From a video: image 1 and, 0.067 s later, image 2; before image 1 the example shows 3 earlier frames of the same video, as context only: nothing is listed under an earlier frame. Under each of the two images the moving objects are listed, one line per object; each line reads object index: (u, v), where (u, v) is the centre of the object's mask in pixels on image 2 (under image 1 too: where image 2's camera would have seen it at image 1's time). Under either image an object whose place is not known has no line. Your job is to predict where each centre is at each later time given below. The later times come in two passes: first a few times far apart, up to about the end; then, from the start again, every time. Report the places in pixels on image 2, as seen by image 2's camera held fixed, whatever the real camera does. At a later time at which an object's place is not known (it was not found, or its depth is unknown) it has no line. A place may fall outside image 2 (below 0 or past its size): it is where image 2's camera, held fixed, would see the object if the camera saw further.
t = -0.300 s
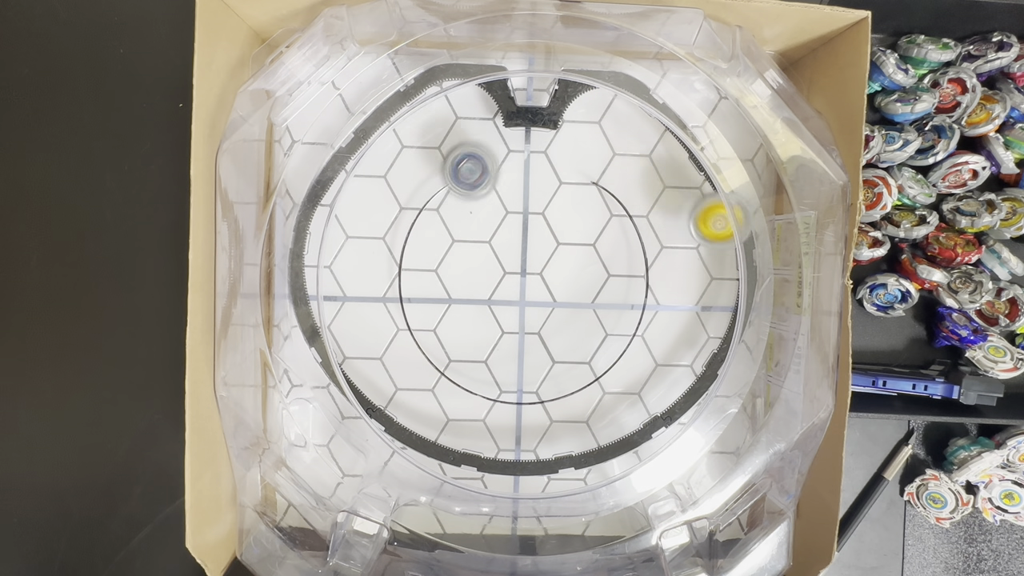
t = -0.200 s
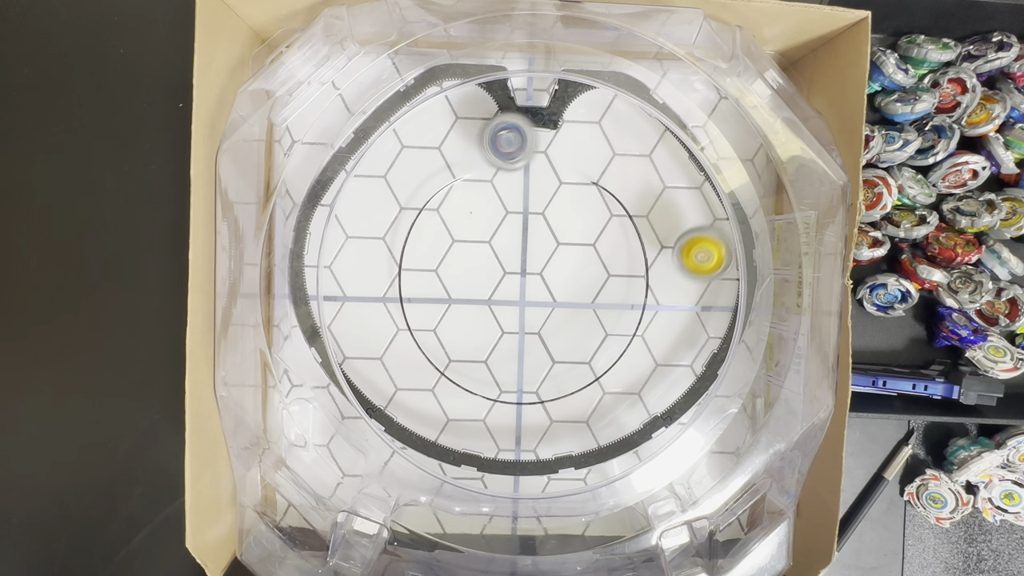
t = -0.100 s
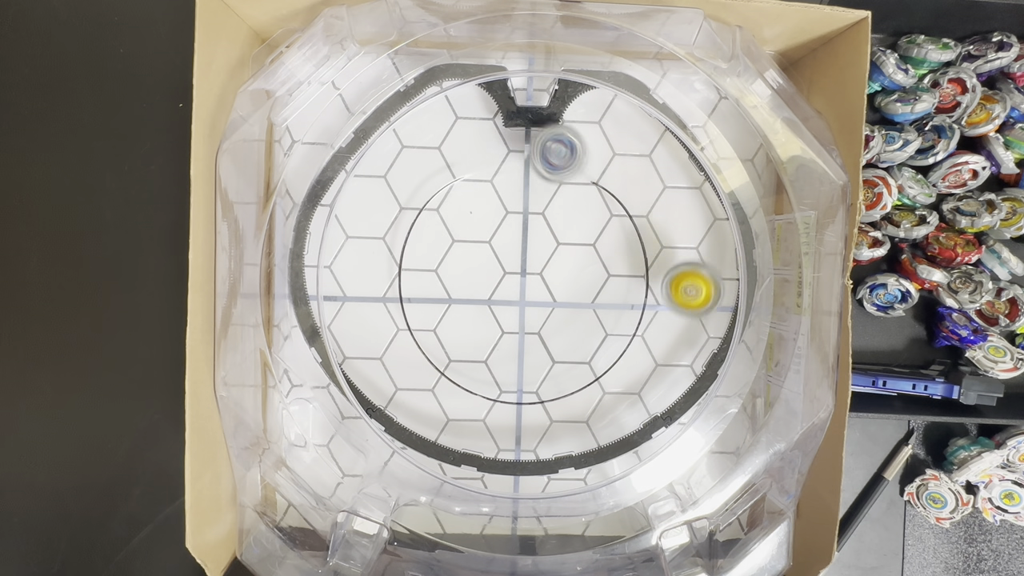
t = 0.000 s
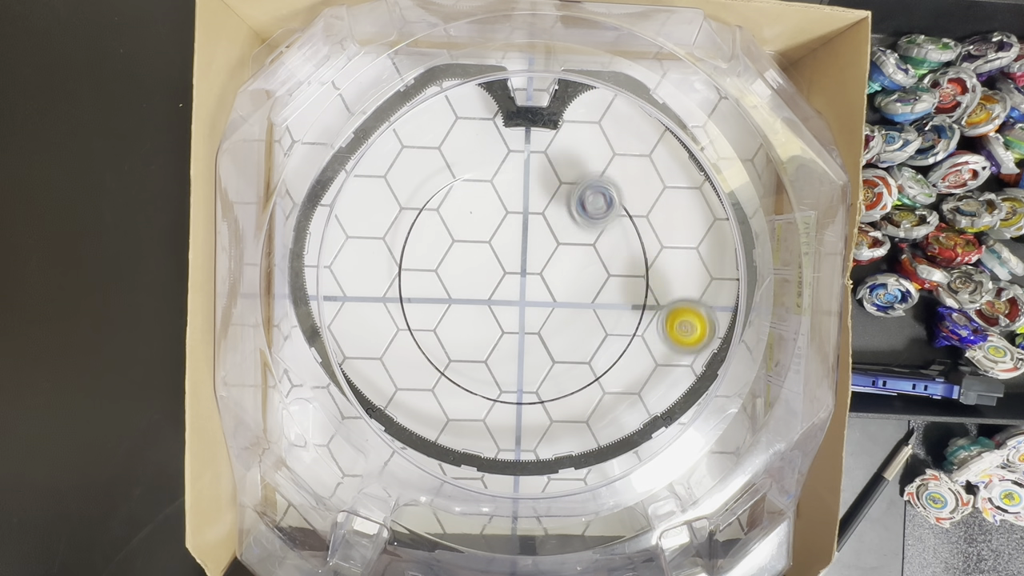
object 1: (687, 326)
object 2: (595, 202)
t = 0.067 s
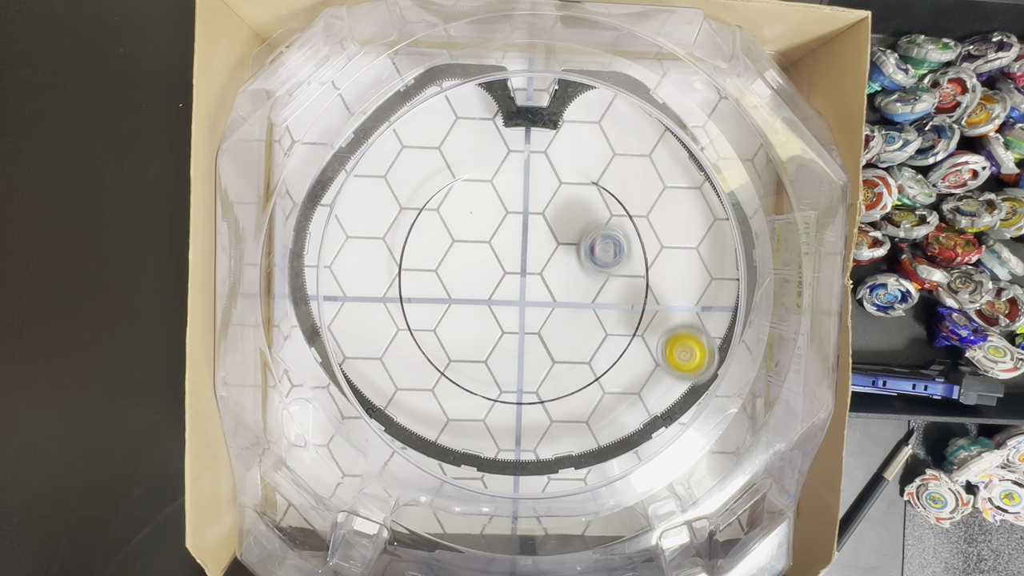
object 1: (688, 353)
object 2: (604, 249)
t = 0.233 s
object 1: (658, 366)
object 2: (560, 358)
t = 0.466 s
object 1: (572, 360)
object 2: (443, 365)
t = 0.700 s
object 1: (482, 346)
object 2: (436, 246)
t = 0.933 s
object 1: (420, 328)
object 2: (583, 240)
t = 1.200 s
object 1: (446, 267)
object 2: (605, 365)
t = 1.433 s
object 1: (484, 216)
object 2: (499, 367)
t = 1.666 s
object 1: (540, 174)
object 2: (471, 244)
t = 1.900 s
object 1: (715, 148)
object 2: (370, 374)
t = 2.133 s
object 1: (655, 309)
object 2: (422, 254)
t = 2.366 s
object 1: (541, 360)
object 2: (574, 174)
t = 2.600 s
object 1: (492, 294)
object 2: (627, 272)
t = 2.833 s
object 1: (543, 277)
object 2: (545, 350)
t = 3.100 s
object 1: (587, 292)
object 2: (461, 282)
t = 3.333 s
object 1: (584, 303)
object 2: (453, 197)
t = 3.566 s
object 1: (555, 308)
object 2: (501, 214)
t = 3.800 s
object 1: (549, 349)
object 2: (494, 251)
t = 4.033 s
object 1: (549, 333)
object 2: (470, 315)
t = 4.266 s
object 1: (560, 297)
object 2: (446, 337)
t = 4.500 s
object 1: (566, 259)
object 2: (509, 313)
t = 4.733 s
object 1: (566, 241)
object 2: (584, 338)
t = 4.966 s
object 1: (555, 246)
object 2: (559, 334)
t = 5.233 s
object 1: (542, 139)
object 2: (513, 384)
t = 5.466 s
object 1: (515, 245)
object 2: (459, 326)
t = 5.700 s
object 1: (544, 293)
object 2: (458, 236)
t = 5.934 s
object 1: (554, 323)
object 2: (544, 220)
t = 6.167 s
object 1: (533, 335)
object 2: (591, 300)
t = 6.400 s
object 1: (484, 325)
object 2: (601, 346)
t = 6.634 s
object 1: (484, 287)
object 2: (538, 308)
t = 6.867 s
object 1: (504, 265)
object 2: (573, 257)
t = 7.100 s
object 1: (525, 284)
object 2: (597, 257)
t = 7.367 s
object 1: (502, 334)
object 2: (578, 249)
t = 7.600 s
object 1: (488, 329)
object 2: (567, 237)
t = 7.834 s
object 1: (501, 313)
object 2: (512, 235)
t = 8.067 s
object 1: (520, 315)
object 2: (516, 191)
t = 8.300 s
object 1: (558, 307)
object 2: (527, 252)
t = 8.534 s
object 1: (596, 346)
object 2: (491, 282)
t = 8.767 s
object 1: (566, 331)
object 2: (485, 316)
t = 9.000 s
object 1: (565, 287)
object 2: (469, 315)
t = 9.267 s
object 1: (553, 232)
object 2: (505, 292)
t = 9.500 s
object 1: (623, 121)
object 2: (498, 325)
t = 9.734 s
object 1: (624, 138)
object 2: (523, 317)
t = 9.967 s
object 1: (620, 177)
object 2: (556, 297)
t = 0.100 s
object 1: (687, 366)
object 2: (603, 274)
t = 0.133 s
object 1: (686, 379)
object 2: (597, 298)
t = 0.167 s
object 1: (680, 377)
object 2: (588, 320)
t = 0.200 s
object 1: (669, 371)
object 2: (575, 341)
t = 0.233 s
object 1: (658, 366)
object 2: (560, 358)
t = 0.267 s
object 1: (647, 363)
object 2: (544, 374)
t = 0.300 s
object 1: (636, 361)
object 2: (526, 384)
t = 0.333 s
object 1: (624, 360)
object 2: (507, 392)
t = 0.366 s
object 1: (612, 360)
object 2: (486, 397)
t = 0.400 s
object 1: (599, 361)
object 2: (469, 392)
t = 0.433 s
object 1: (586, 361)
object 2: (455, 379)
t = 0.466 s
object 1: (572, 360)
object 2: (443, 365)
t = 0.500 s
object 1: (559, 359)
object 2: (431, 352)
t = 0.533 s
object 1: (544, 357)
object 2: (420, 337)
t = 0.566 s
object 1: (531, 356)
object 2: (413, 321)
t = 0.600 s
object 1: (518, 353)
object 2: (410, 300)
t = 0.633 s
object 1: (505, 350)
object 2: (414, 280)
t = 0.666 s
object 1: (493, 348)
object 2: (422, 262)
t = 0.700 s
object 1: (482, 346)
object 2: (436, 246)
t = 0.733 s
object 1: (470, 343)
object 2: (454, 233)
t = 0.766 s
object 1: (461, 341)
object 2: (473, 225)
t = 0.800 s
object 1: (451, 339)
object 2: (497, 220)
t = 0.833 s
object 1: (442, 337)
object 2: (521, 220)
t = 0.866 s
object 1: (434, 334)
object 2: (543, 224)
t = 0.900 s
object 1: (426, 331)
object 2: (564, 230)
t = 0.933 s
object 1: (420, 328)
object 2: (583, 240)
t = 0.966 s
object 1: (421, 322)
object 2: (601, 255)
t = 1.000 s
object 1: (423, 315)
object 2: (615, 270)
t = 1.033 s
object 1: (426, 307)
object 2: (625, 288)
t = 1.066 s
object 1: (428, 299)
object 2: (632, 307)
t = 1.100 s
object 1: (432, 291)
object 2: (636, 326)
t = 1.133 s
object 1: (436, 283)
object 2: (631, 343)
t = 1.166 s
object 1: (441, 275)
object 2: (618, 354)
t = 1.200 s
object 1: (446, 267)
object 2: (605, 365)
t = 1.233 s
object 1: (451, 259)
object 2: (591, 374)
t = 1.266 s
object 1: (456, 251)
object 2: (578, 384)
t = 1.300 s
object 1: (462, 243)
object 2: (563, 390)
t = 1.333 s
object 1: (467, 236)
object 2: (548, 391)
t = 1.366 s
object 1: (473, 229)
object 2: (531, 388)
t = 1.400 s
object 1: (478, 222)
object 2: (514, 379)
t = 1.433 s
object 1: (484, 216)
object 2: (499, 367)
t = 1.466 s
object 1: (489, 211)
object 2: (486, 350)
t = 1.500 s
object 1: (495, 206)
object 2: (477, 331)
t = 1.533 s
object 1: (500, 201)
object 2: (471, 310)
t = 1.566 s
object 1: (506, 197)
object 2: (470, 289)
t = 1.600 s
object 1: (511, 194)
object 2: (472, 268)
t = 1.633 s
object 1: (517, 191)
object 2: (478, 247)
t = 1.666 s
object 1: (540, 174)
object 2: (471, 244)
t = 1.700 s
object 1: (592, 131)
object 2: (439, 267)
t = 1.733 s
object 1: (639, 98)
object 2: (410, 290)
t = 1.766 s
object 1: (676, 90)
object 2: (393, 308)
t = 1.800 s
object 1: (710, 85)
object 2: (387, 327)
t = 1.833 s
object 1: (720, 101)
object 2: (381, 345)
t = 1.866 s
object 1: (714, 126)
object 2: (374, 360)
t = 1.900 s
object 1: (715, 148)
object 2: (370, 374)
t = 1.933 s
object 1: (710, 178)
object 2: (369, 385)
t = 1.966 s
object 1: (703, 201)
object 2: (363, 384)
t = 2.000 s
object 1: (699, 223)
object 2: (370, 358)
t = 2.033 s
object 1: (688, 247)
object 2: (382, 330)
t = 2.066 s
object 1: (677, 269)
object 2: (394, 304)
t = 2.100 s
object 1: (666, 290)
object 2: (407, 278)
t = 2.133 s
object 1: (655, 309)
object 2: (422, 254)
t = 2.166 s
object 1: (643, 325)
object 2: (441, 231)
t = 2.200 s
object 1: (627, 339)
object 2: (461, 213)
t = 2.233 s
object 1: (610, 351)
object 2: (483, 196)
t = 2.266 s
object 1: (593, 358)
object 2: (506, 185)
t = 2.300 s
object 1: (575, 363)
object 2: (530, 177)
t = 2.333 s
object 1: (559, 363)
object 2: (553, 173)
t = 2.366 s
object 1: (541, 360)
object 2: (574, 174)
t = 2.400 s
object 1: (527, 355)
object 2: (594, 179)
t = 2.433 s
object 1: (515, 346)
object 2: (613, 188)
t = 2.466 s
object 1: (503, 334)
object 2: (628, 198)
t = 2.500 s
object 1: (496, 323)
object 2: (637, 214)
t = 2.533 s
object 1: (492, 313)
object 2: (636, 234)
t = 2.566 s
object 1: (491, 304)
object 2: (633, 253)
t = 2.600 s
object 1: (492, 294)
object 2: (627, 272)
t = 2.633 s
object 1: (497, 287)
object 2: (620, 289)
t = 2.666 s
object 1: (502, 282)
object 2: (612, 305)
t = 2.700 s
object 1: (510, 278)
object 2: (601, 319)
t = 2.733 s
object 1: (520, 277)
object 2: (589, 331)
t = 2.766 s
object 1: (528, 275)
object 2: (575, 341)
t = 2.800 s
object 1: (536, 276)
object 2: (560, 347)
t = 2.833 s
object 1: (543, 277)
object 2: (545, 350)
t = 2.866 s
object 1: (549, 278)
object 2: (530, 351)
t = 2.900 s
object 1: (555, 279)
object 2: (516, 348)
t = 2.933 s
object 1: (562, 281)
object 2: (503, 342)
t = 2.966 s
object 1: (569, 283)
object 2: (491, 334)
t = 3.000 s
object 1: (575, 285)
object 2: (481, 324)
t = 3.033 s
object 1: (580, 288)
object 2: (472, 311)
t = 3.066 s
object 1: (584, 290)
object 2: (466, 297)
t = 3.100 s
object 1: (587, 292)
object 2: (461, 282)
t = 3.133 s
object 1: (589, 294)
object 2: (457, 269)
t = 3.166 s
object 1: (590, 296)
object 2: (454, 255)
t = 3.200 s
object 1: (590, 298)
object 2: (452, 240)
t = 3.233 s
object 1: (589, 299)
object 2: (452, 227)
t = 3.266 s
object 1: (588, 300)
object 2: (451, 215)
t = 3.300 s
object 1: (586, 302)
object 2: (451, 205)
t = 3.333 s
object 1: (584, 303)
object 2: (453, 197)
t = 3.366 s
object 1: (581, 304)
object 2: (455, 190)
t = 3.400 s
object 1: (578, 306)
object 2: (461, 187)
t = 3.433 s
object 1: (574, 307)
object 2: (470, 188)
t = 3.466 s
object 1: (570, 308)
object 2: (479, 192)
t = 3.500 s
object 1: (565, 308)
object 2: (487, 197)
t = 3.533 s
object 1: (560, 308)
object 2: (494, 205)
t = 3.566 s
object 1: (555, 308)
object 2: (501, 214)
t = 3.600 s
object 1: (550, 307)
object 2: (507, 225)
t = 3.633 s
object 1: (545, 306)
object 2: (512, 239)
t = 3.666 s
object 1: (541, 305)
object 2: (514, 253)
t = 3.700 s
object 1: (544, 321)
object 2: (509, 251)
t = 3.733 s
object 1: (548, 334)
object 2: (503, 249)
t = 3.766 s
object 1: (550, 344)
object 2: (498, 249)
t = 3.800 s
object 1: (549, 349)
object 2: (494, 251)
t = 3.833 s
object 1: (547, 350)
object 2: (492, 256)
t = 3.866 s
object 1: (544, 348)
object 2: (490, 264)
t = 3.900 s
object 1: (542, 344)
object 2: (490, 274)
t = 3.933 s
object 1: (539, 340)
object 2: (489, 286)
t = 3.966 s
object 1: (537, 334)
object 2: (487, 299)
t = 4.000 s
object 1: (542, 334)
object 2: (479, 308)
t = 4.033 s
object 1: (549, 333)
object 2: (470, 315)
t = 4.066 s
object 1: (553, 330)
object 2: (464, 322)
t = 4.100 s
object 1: (555, 326)
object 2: (458, 329)
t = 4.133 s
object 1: (556, 321)
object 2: (453, 335)
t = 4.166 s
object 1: (557, 316)
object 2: (448, 339)
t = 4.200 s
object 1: (558, 310)
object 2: (446, 340)
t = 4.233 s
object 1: (559, 304)
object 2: (445, 339)
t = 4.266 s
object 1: (560, 297)
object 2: (446, 337)
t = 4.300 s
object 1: (560, 291)
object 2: (448, 334)
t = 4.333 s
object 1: (561, 285)
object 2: (455, 331)
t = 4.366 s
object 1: (562, 280)
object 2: (462, 326)
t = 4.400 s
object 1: (564, 274)
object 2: (472, 321)
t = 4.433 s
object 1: (564, 268)
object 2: (483, 318)
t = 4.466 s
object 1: (565, 264)
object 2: (496, 315)
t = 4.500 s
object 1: (566, 259)
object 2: (509, 313)
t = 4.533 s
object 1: (567, 255)
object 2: (523, 314)
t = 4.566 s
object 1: (568, 251)
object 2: (536, 315)
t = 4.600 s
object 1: (568, 248)
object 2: (548, 318)
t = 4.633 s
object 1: (569, 245)
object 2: (560, 322)
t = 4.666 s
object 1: (568, 243)
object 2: (569, 327)
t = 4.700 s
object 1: (567, 242)
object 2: (578, 332)
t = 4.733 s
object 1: (566, 241)
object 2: (584, 338)
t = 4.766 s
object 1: (565, 240)
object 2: (587, 343)
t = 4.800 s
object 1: (563, 240)
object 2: (587, 348)
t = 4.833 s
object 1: (562, 241)
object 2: (584, 350)
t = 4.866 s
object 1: (560, 242)
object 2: (578, 350)
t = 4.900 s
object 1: (559, 243)
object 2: (571, 347)
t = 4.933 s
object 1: (557, 244)
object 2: (565, 342)
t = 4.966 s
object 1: (555, 246)
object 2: (559, 334)
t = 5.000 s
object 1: (553, 248)
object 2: (553, 326)
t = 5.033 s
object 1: (551, 250)
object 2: (549, 313)
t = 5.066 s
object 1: (550, 225)
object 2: (544, 321)
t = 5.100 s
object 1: (552, 189)
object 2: (537, 341)
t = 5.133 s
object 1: (551, 158)
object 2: (532, 358)
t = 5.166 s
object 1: (551, 133)
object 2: (526, 371)
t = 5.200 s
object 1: (548, 128)
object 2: (519, 379)
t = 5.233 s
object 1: (542, 139)
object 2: (513, 384)
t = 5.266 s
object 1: (535, 152)
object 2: (505, 384)
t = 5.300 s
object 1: (529, 167)
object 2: (496, 381)
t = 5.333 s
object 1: (526, 182)
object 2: (486, 374)
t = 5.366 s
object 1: (523, 198)
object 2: (476, 365)
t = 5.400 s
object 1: (519, 215)
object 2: (468, 353)
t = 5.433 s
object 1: (517, 230)
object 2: (462, 340)
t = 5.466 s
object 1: (515, 245)
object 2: (459, 326)
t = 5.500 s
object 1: (514, 257)
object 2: (458, 309)
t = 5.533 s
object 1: (514, 270)
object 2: (460, 293)
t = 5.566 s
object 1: (521, 275)
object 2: (453, 283)
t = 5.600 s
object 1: (530, 280)
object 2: (450, 273)
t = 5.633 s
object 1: (536, 285)
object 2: (450, 261)
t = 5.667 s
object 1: (540, 290)
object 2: (452, 248)
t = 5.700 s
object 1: (544, 293)
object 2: (458, 236)
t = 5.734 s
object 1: (547, 298)
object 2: (465, 225)
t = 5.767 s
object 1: (550, 302)
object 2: (477, 217)
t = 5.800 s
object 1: (552, 306)
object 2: (489, 212)
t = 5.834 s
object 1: (554, 310)
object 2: (503, 209)
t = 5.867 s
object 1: (555, 315)
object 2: (518, 210)
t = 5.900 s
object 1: (555, 319)
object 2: (532, 213)
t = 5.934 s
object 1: (554, 323)
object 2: (544, 220)
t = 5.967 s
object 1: (553, 326)
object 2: (556, 227)
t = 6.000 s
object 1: (551, 328)
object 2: (566, 238)
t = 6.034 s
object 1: (549, 330)
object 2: (574, 249)
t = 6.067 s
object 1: (547, 332)
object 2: (580, 262)
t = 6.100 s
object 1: (544, 333)
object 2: (584, 276)
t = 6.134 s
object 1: (541, 333)
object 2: (586, 288)
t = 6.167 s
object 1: (533, 335)
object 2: (591, 300)
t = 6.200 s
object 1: (519, 339)
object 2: (601, 306)
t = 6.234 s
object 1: (508, 341)
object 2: (607, 312)
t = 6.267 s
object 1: (500, 339)
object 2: (611, 319)
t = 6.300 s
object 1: (494, 337)
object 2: (612, 326)
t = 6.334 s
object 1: (489, 334)
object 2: (611, 335)
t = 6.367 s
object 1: (486, 330)
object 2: (607, 341)
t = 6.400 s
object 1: (484, 325)
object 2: (601, 346)
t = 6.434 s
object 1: (483, 321)
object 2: (591, 347)
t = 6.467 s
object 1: (483, 316)
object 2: (579, 347)
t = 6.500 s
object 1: (483, 310)
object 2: (567, 342)
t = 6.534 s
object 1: (484, 304)
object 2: (555, 335)
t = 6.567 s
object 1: (486, 298)
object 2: (545, 326)
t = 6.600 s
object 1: (488, 292)
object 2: (537, 317)
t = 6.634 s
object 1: (484, 287)
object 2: (538, 308)
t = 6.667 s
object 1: (481, 282)
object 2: (541, 299)
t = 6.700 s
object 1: (481, 277)
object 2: (545, 291)
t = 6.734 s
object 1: (483, 272)
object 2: (549, 282)
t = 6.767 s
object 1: (486, 269)
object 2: (555, 274)
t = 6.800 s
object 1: (491, 268)
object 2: (560, 267)
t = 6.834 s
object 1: (498, 266)
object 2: (566, 262)
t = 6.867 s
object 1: (504, 265)
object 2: (573, 257)
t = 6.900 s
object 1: (511, 265)
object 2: (578, 253)
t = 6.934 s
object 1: (517, 265)
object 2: (583, 252)
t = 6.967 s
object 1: (524, 266)
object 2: (586, 252)
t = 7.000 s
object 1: (528, 268)
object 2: (588, 253)
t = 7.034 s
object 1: (525, 273)
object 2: (593, 253)
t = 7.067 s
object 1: (524, 280)
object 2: (595, 255)
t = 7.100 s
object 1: (525, 284)
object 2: (597, 257)
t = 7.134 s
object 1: (525, 289)
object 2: (596, 261)
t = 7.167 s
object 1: (526, 293)
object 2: (593, 264)
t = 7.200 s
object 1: (528, 297)
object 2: (587, 268)
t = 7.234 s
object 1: (529, 302)
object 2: (580, 272)
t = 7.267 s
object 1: (524, 310)
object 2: (576, 269)
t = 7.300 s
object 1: (515, 321)
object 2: (576, 262)
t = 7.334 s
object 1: (508, 329)
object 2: (577, 255)
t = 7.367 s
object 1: (502, 334)
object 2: (578, 249)
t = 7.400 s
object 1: (498, 338)
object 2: (579, 242)
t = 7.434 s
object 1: (494, 339)
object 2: (579, 238)
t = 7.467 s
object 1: (492, 340)
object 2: (579, 236)
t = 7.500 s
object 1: (489, 339)
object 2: (577, 235)
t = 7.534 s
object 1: (488, 337)
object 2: (575, 235)
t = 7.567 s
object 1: (488, 334)
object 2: (571, 236)
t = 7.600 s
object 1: (488, 329)
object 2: (567, 237)
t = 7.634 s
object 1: (489, 325)
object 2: (561, 239)
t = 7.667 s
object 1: (491, 323)
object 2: (554, 241)
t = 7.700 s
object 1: (494, 319)
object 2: (546, 244)
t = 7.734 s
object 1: (497, 314)
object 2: (537, 245)
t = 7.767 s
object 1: (500, 309)
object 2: (527, 247)
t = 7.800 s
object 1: (502, 305)
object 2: (519, 248)
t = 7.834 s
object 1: (501, 313)
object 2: (512, 235)
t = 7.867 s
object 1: (501, 321)
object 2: (509, 223)
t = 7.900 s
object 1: (503, 326)
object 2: (507, 214)
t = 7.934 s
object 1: (505, 327)
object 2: (507, 206)
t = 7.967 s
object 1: (507, 326)
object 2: (508, 199)
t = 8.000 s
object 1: (511, 322)
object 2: (509, 194)
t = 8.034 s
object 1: (515, 319)
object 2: (512, 191)
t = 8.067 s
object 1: (520, 315)
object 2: (516, 191)
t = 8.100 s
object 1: (526, 312)
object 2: (519, 194)
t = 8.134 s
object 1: (532, 310)
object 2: (523, 200)
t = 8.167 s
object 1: (538, 308)
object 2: (526, 208)
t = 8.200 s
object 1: (544, 308)
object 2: (528, 218)
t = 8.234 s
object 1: (549, 307)
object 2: (529, 229)
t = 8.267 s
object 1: (553, 307)
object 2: (528, 241)
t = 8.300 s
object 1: (558, 307)
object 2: (527, 252)
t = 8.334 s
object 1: (561, 308)
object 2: (526, 263)
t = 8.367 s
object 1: (571, 318)
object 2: (518, 266)
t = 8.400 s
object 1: (582, 327)
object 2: (508, 266)
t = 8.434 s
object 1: (591, 335)
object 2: (500, 268)
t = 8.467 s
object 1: (594, 340)
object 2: (495, 270)
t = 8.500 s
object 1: (595, 343)
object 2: (493, 275)
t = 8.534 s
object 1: (596, 346)
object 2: (491, 282)
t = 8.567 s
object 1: (594, 347)
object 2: (489, 289)
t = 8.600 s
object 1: (592, 347)
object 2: (488, 295)
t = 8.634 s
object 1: (587, 345)
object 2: (486, 301)
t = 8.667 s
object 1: (583, 343)
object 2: (485, 306)
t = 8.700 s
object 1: (579, 340)
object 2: (484, 310)
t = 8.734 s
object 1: (574, 337)
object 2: (485, 313)
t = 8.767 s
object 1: (566, 331)
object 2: (485, 316)
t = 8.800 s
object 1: (559, 326)
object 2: (486, 318)
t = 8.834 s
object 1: (554, 322)
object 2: (487, 319)
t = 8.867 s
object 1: (550, 316)
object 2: (486, 319)
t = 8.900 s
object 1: (558, 309)
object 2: (478, 321)
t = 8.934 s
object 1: (562, 302)
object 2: (474, 321)
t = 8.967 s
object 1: (565, 294)
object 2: (470, 319)
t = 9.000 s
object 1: (565, 287)
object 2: (469, 315)
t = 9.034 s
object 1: (564, 280)
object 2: (469, 311)
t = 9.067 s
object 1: (562, 274)
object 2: (471, 306)
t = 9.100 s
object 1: (558, 267)
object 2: (475, 301)
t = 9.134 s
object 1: (555, 261)
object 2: (481, 296)
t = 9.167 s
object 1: (551, 255)
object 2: (488, 292)
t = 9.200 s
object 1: (548, 250)
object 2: (496, 289)
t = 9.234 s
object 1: (547, 246)
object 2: (505, 286)
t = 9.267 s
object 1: (553, 232)
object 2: (505, 292)
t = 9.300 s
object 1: (566, 212)
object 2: (500, 303)
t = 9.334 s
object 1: (577, 193)
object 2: (497, 310)
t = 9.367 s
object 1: (588, 174)
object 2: (496, 316)
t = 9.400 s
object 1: (598, 157)
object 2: (496, 320)
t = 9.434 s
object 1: (608, 141)
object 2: (496, 323)
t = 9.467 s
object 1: (617, 128)
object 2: (497, 324)
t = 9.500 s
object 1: (623, 121)
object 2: (498, 325)
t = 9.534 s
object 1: (630, 110)
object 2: (500, 325)
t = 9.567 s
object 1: (626, 114)
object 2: (503, 325)
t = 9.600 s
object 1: (622, 121)
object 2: (506, 324)
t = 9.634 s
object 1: (622, 124)
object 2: (510, 323)
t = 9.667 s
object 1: (622, 128)
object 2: (515, 321)
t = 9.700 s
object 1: (624, 132)
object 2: (519, 318)
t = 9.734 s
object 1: (624, 138)
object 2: (523, 317)
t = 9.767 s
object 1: (623, 144)
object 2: (528, 314)
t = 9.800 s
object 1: (623, 149)
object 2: (533, 311)
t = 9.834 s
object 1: (623, 154)
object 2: (538, 308)
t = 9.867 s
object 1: (623, 159)
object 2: (543, 305)
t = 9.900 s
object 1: (622, 163)
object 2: (548, 302)
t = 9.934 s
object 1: (622, 170)
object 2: (552, 299)
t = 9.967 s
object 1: (620, 177)
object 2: (556, 297)
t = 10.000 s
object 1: (618, 184)
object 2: (560, 293)
